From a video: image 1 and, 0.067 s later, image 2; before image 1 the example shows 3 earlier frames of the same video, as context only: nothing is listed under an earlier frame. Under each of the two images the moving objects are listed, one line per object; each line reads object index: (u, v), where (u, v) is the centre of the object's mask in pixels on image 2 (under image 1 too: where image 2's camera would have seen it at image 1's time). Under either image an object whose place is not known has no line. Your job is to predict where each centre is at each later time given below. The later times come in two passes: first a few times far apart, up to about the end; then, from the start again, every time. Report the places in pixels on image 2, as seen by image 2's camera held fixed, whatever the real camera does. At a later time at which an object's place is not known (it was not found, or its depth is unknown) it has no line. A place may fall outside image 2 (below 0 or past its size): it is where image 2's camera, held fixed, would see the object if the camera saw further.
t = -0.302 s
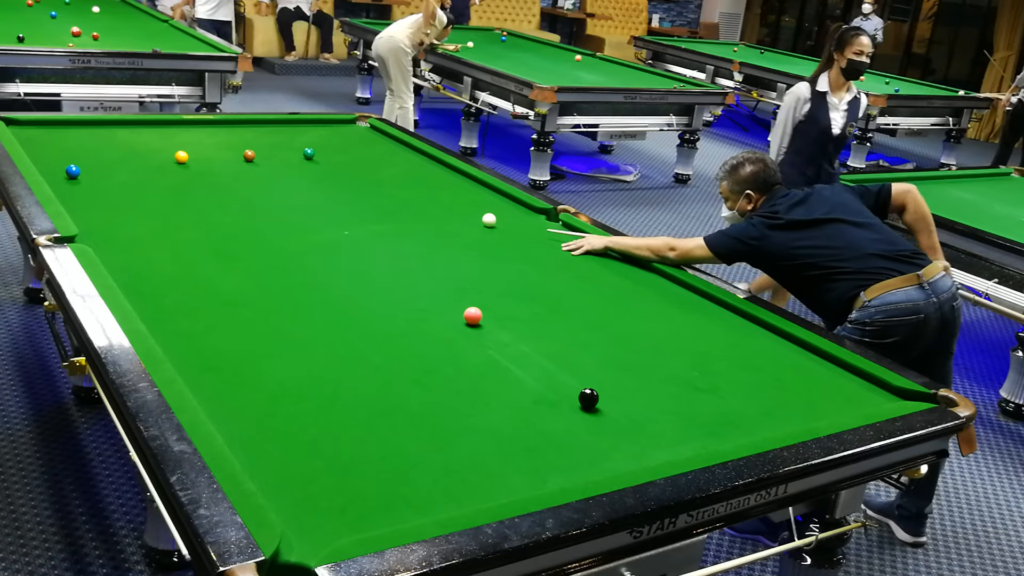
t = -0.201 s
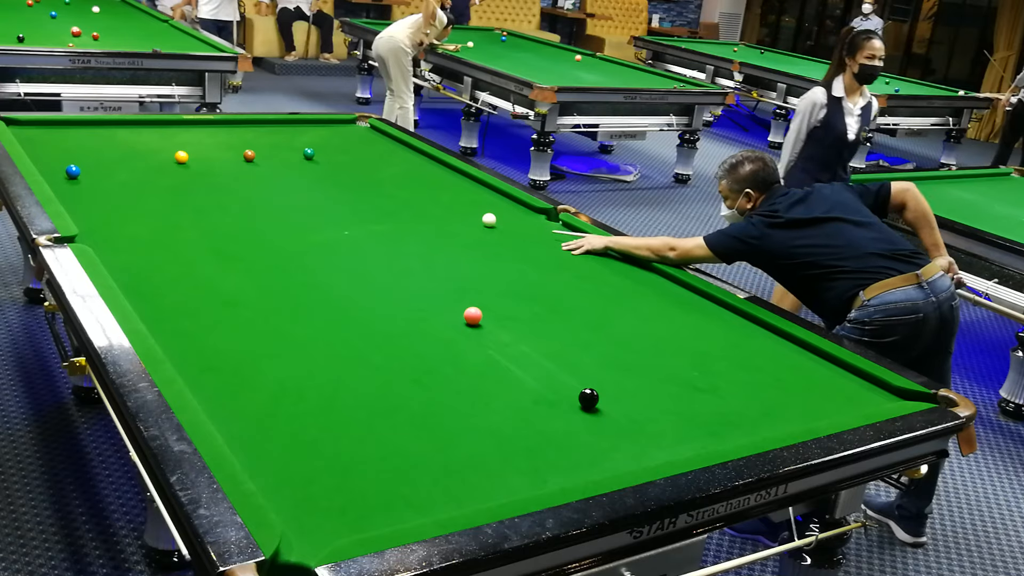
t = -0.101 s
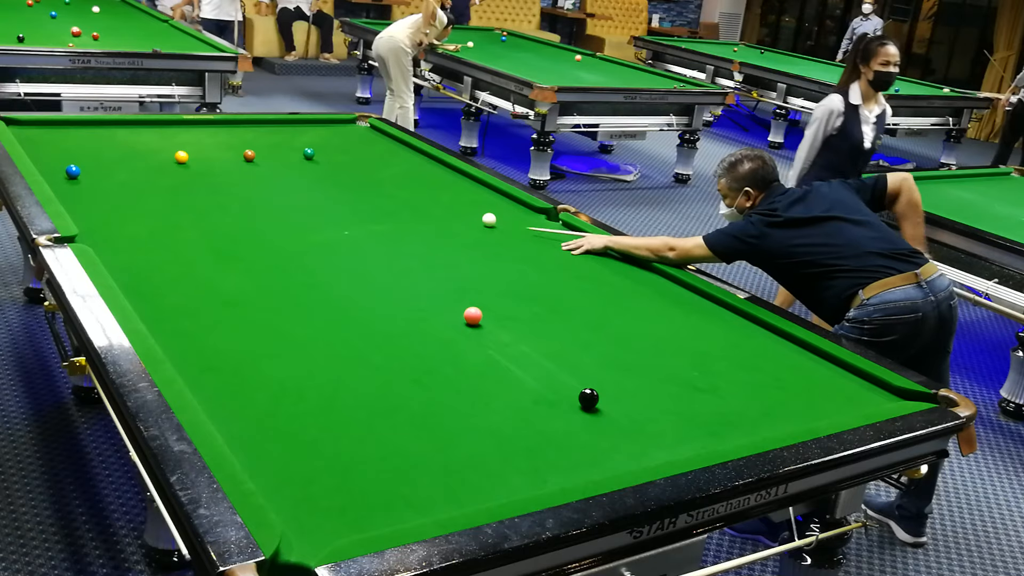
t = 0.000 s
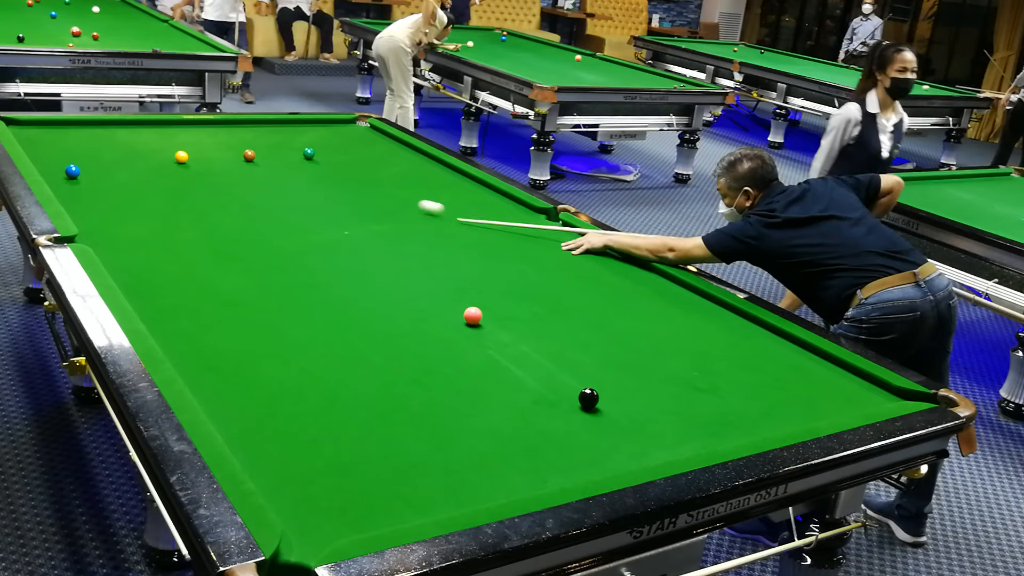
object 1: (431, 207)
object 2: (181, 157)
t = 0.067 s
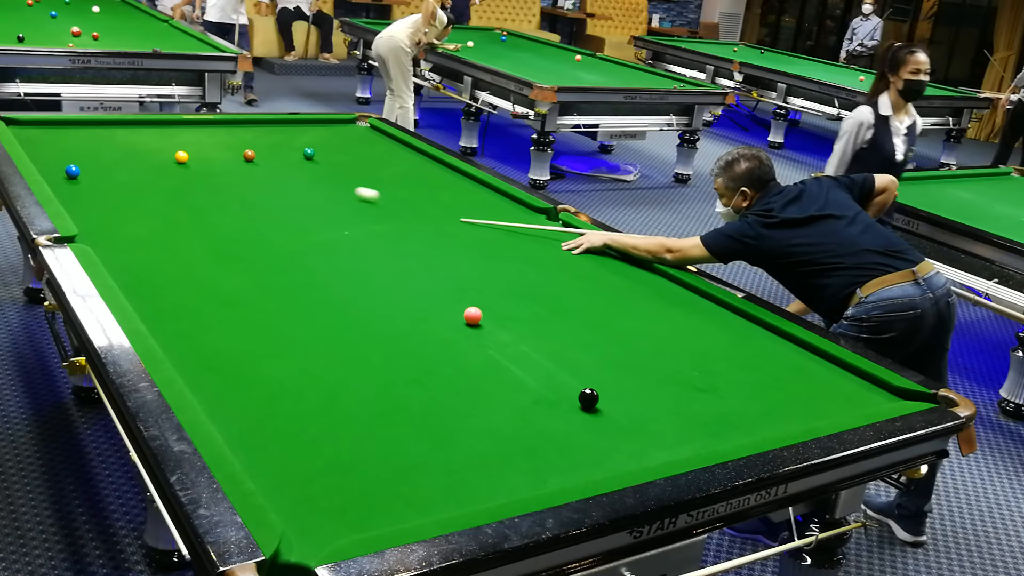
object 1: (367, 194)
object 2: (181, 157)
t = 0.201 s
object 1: (254, 171)
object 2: (181, 157)
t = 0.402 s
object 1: (198, 160)
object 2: (112, 142)
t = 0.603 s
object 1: (214, 164)
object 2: (13, 122)
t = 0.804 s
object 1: (230, 168)
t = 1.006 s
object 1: (245, 171)
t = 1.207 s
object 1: (259, 174)
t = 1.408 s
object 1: (273, 177)
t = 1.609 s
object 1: (286, 180)
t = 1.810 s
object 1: (298, 182)
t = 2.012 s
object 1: (309, 185)
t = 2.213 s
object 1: (319, 187)
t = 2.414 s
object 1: (329, 189)
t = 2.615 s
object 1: (337, 191)
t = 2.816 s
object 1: (345, 192)
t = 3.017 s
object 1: (352, 194)
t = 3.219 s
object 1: (357, 195)
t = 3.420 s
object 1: (362, 196)
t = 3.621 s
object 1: (365, 197)
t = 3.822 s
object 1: (368, 197)
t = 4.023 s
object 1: (370, 198)
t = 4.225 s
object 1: (371, 198)
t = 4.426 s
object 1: (371, 198)
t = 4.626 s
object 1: (371, 198)
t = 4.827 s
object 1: (371, 198)
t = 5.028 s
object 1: (371, 198)
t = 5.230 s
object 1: (371, 198)
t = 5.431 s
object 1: (371, 198)
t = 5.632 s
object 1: (371, 198)
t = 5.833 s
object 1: (371, 198)
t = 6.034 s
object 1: (371, 198)
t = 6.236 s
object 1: (371, 198)
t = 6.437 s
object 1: (371, 198)
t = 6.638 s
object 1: (371, 197)
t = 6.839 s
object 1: (371, 198)
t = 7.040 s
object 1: (371, 198)
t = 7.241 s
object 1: (371, 198)
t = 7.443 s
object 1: (371, 198)
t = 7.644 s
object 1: (371, 198)
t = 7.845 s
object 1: (371, 198)
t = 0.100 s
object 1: (337, 188)
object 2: (181, 157)
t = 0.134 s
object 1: (308, 182)
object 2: (181, 157)
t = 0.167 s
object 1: (280, 176)
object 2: (181, 157)
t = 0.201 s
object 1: (254, 171)
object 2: (181, 157)
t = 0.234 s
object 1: (228, 166)
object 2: (181, 157)
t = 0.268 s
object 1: (204, 161)
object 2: (181, 157)
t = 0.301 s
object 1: (192, 159)
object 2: (171, 154)
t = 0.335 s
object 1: (193, 159)
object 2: (151, 150)
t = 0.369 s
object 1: (195, 160)
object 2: (131, 146)
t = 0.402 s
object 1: (198, 160)
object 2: (112, 142)
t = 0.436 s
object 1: (200, 161)
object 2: (94, 139)
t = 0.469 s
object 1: (203, 162)
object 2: (76, 135)
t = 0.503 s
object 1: (206, 162)
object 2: (60, 132)
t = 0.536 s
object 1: (208, 163)
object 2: (43, 128)
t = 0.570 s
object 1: (211, 164)
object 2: (28, 125)
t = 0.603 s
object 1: (214, 164)
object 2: (13, 122)
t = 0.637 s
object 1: (217, 165)
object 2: (4, 119)
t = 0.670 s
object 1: (219, 165)
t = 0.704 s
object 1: (222, 166)
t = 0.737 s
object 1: (225, 167)
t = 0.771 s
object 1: (227, 167)
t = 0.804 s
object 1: (230, 168)
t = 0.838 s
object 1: (232, 168)
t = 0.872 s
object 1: (235, 169)
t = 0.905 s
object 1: (237, 169)
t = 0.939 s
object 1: (240, 170)
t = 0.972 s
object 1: (242, 170)
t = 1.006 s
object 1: (245, 171)
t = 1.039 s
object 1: (247, 172)
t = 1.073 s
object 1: (250, 172)
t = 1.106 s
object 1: (252, 173)
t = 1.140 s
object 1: (255, 173)
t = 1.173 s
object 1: (257, 174)
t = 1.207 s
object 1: (259, 174)
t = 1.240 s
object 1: (262, 175)
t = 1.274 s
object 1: (264, 175)
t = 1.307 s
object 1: (266, 176)
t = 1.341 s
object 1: (269, 176)
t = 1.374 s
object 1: (271, 177)
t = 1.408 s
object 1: (273, 177)
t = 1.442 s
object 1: (275, 178)
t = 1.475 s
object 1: (277, 178)
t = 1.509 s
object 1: (280, 179)
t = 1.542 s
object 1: (282, 179)
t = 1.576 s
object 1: (284, 179)
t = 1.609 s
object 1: (286, 180)
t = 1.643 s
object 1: (288, 180)
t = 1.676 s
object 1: (290, 181)
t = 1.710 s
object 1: (292, 181)
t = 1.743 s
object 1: (294, 182)
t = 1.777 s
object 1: (295, 182)
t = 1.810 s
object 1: (298, 182)
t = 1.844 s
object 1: (300, 183)
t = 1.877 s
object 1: (302, 183)
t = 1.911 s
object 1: (304, 184)
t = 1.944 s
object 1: (305, 184)
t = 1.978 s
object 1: (307, 185)
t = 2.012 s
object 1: (309, 185)
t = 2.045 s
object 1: (311, 185)
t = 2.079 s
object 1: (313, 186)
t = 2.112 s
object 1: (314, 186)
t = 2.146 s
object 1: (316, 186)
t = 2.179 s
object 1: (318, 187)
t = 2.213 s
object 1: (319, 187)
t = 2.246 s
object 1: (321, 187)
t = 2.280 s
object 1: (322, 188)
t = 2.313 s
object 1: (324, 188)
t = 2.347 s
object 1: (326, 189)
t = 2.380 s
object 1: (327, 189)
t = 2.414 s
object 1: (329, 189)
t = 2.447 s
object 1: (330, 190)
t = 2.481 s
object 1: (332, 190)
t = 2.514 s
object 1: (333, 190)
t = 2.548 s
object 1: (335, 190)
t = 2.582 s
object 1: (336, 191)
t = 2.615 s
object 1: (337, 191)
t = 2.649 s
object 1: (339, 191)
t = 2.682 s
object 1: (340, 191)
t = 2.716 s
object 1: (341, 192)
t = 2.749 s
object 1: (342, 192)
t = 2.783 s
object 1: (344, 192)
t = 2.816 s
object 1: (345, 192)
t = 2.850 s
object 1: (346, 193)
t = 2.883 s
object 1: (347, 193)
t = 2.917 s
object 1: (348, 193)
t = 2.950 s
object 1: (349, 193)
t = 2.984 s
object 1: (350, 194)
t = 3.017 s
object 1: (352, 194)
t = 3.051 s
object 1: (353, 194)
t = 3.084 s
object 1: (354, 194)
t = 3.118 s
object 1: (355, 194)
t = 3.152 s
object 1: (355, 195)
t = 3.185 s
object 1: (356, 195)
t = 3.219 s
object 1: (357, 195)
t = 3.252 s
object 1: (358, 195)
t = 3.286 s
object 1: (359, 195)
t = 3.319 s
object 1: (360, 196)
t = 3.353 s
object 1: (360, 196)
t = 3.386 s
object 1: (361, 196)
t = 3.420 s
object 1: (362, 196)
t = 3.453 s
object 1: (362, 196)
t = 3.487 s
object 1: (363, 196)
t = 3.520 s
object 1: (363, 196)
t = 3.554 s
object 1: (364, 196)
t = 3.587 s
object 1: (365, 197)
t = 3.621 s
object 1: (365, 197)
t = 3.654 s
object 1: (366, 197)
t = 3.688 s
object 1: (366, 197)
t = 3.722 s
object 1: (367, 197)
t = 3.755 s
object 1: (367, 197)
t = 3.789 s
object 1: (368, 197)
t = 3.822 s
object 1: (368, 197)
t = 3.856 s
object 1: (369, 197)
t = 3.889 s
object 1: (369, 197)
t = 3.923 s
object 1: (369, 197)
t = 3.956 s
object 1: (370, 198)
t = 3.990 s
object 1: (370, 198)
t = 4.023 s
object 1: (370, 198)
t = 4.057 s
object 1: (370, 198)
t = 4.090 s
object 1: (370, 198)
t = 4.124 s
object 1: (371, 198)
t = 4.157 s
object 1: (371, 198)
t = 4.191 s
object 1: (371, 198)
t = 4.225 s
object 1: (371, 198)
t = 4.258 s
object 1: (371, 198)
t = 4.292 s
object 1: (371, 198)
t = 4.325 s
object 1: (371, 198)
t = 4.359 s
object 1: (371, 198)
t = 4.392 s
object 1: (371, 198)
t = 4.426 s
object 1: (371, 198)
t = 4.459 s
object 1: (371, 198)
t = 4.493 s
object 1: (371, 198)
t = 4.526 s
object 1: (371, 198)
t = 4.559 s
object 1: (371, 198)
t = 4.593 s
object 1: (371, 198)
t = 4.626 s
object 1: (371, 198)
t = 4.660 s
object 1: (371, 198)
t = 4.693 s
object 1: (371, 198)
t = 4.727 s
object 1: (371, 198)
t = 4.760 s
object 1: (371, 198)
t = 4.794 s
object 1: (371, 198)
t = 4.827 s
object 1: (371, 198)
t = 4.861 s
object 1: (371, 198)
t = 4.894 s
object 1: (371, 198)
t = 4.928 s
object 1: (371, 198)
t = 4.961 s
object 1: (371, 198)
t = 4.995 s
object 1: (371, 198)
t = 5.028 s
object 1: (371, 198)
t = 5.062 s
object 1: (371, 198)
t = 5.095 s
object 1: (371, 198)
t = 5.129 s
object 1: (371, 198)
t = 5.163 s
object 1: (371, 198)
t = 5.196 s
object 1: (371, 198)
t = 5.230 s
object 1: (371, 198)
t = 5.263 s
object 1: (371, 198)
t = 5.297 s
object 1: (371, 198)
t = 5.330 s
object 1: (371, 198)
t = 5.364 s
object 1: (371, 198)
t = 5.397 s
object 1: (371, 198)
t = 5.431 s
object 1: (371, 198)
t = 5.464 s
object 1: (371, 198)
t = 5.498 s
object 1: (371, 198)
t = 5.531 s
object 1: (371, 198)
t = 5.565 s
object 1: (371, 198)
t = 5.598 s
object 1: (371, 198)
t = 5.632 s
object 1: (371, 198)
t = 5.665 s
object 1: (371, 198)
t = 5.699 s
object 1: (371, 198)
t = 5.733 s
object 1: (371, 198)
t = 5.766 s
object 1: (371, 198)
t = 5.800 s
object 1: (371, 198)
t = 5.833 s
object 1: (371, 198)
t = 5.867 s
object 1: (371, 198)
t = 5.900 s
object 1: (371, 198)
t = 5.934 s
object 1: (371, 198)
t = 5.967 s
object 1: (371, 198)
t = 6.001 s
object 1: (371, 198)
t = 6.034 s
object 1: (371, 198)
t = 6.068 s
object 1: (371, 198)
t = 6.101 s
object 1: (371, 198)
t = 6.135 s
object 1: (371, 198)
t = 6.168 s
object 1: (371, 198)
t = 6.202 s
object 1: (371, 198)
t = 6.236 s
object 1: (371, 198)
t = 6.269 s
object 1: (371, 198)
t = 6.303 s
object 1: (371, 198)
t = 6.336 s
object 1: (371, 198)
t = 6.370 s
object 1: (371, 197)
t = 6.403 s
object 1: (371, 198)
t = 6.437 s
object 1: (371, 198)
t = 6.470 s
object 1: (371, 198)
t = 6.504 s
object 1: (371, 198)
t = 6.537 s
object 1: (371, 198)
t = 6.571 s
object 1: (371, 198)
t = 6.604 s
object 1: (371, 197)
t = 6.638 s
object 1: (371, 197)
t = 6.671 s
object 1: (371, 198)
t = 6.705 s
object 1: (371, 197)
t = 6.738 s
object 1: (371, 198)
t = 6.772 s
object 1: (371, 197)
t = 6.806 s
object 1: (371, 198)
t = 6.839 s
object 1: (371, 198)
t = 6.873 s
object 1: (371, 198)
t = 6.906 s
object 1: (371, 197)
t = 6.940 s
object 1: (371, 197)
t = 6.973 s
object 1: (371, 197)
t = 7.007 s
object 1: (371, 198)
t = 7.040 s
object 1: (371, 198)
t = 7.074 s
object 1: (371, 198)
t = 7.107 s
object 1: (371, 198)
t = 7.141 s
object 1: (371, 198)
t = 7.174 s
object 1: (371, 198)
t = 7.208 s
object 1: (371, 198)
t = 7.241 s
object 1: (371, 198)
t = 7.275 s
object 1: (371, 198)
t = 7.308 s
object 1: (371, 198)
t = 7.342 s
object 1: (371, 198)
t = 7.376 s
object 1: (371, 198)
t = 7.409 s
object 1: (371, 198)
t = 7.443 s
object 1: (371, 198)
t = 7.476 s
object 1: (371, 198)
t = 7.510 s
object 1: (371, 198)
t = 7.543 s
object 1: (371, 198)
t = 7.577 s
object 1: (371, 198)
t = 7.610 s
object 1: (371, 198)
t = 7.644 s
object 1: (371, 198)
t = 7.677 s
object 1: (371, 198)
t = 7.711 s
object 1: (371, 198)
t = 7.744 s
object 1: (371, 198)
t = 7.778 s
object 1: (371, 198)
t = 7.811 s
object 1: (371, 198)
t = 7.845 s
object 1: (371, 198)
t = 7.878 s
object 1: (371, 198)
